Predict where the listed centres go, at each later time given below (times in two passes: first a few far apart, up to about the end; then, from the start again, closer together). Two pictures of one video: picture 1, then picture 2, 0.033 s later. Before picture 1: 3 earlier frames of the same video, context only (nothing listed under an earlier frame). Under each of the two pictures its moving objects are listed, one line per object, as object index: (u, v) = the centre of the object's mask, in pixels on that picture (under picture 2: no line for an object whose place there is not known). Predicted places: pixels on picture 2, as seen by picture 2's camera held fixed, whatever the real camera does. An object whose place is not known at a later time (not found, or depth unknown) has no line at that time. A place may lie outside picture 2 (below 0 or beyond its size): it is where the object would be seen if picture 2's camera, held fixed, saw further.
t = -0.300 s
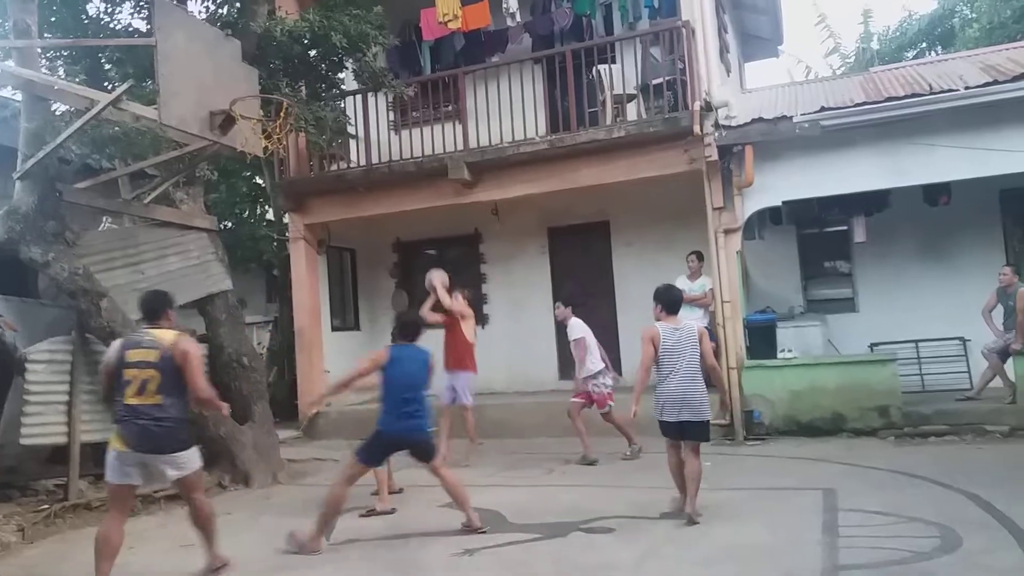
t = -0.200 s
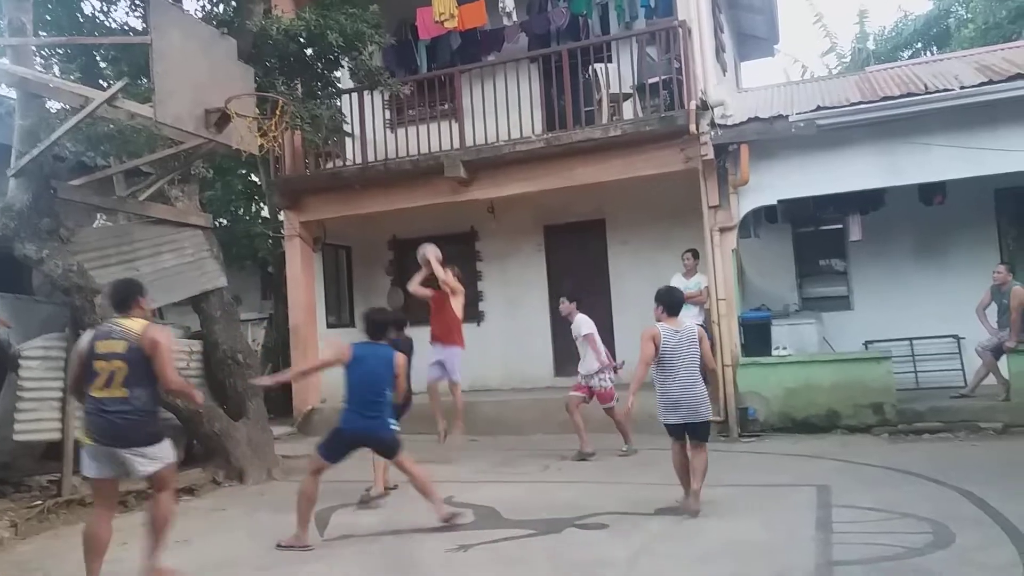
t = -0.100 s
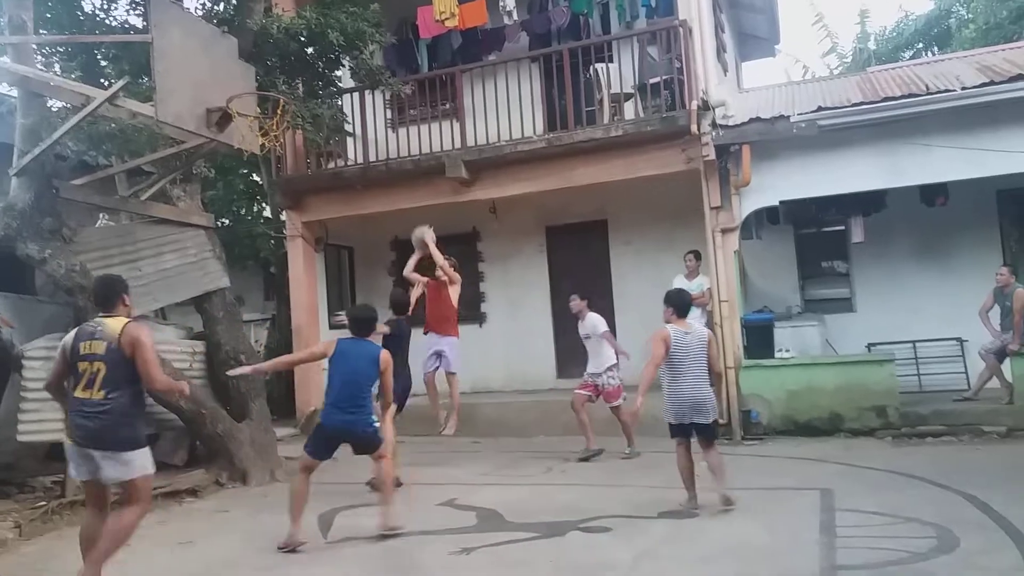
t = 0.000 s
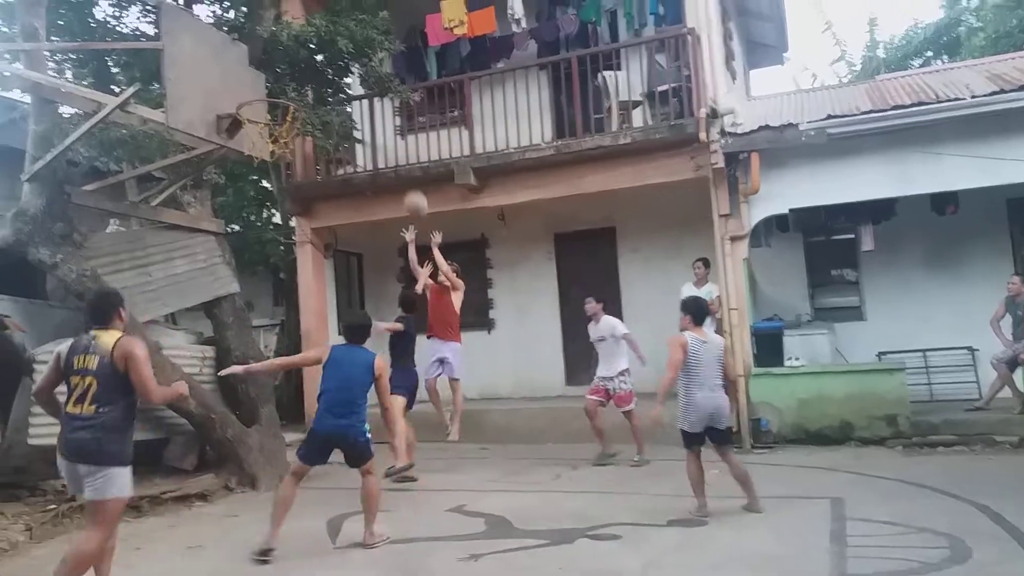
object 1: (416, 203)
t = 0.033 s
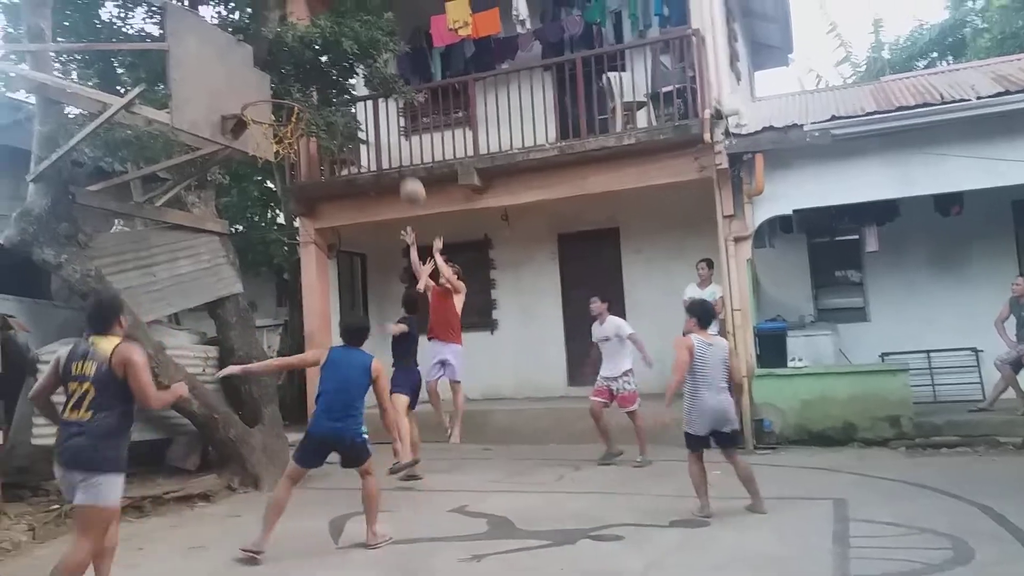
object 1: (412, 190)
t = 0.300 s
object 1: (355, 112)
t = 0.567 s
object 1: (304, 100)
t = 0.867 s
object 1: (270, 105)
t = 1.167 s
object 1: (249, 102)
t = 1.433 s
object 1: (261, 107)
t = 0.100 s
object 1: (399, 167)
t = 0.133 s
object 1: (392, 157)
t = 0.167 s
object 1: (384, 146)
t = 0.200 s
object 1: (378, 137)
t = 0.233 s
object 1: (370, 128)
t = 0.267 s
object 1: (363, 119)
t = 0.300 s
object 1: (355, 112)
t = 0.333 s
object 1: (350, 107)
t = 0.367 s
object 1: (343, 102)
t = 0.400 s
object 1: (336, 99)
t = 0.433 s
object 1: (330, 97)
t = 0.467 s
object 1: (326, 95)
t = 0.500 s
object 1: (317, 95)
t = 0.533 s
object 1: (310, 96)
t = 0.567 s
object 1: (304, 100)
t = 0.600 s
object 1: (295, 107)
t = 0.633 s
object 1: (290, 109)
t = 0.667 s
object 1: (284, 108)
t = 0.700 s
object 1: (282, 105)
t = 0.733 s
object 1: (279, 97)
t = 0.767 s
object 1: (278, 101)
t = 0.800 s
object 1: (273, 100)
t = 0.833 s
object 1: (271, 101)
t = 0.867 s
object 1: (270, 105)
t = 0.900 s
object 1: (267, 109)
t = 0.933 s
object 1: (264, 108)
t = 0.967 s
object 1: (262, 106)
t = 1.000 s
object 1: (259, 106)
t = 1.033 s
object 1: (257, 106)
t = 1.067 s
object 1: (255, 103)
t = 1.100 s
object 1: (253, 102)
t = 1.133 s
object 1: (248, 103)
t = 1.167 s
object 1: (249, 102)
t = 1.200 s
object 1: (252, 103)
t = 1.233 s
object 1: (253, 103)
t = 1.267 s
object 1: (253, 103)
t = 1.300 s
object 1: (257, 105)
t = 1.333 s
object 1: (260, 106)
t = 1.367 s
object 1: (258, 107)
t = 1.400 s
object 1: (258, 107)
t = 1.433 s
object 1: (261, 107)
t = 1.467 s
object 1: (262, 108)
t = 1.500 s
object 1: (262, 109)
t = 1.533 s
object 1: (262, 111)
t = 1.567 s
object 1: (263, 114)
